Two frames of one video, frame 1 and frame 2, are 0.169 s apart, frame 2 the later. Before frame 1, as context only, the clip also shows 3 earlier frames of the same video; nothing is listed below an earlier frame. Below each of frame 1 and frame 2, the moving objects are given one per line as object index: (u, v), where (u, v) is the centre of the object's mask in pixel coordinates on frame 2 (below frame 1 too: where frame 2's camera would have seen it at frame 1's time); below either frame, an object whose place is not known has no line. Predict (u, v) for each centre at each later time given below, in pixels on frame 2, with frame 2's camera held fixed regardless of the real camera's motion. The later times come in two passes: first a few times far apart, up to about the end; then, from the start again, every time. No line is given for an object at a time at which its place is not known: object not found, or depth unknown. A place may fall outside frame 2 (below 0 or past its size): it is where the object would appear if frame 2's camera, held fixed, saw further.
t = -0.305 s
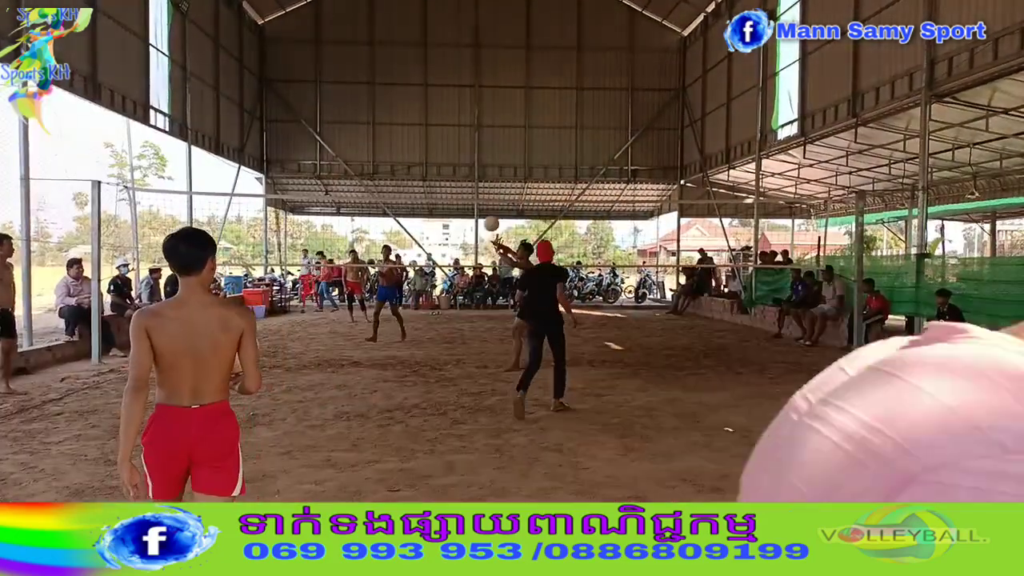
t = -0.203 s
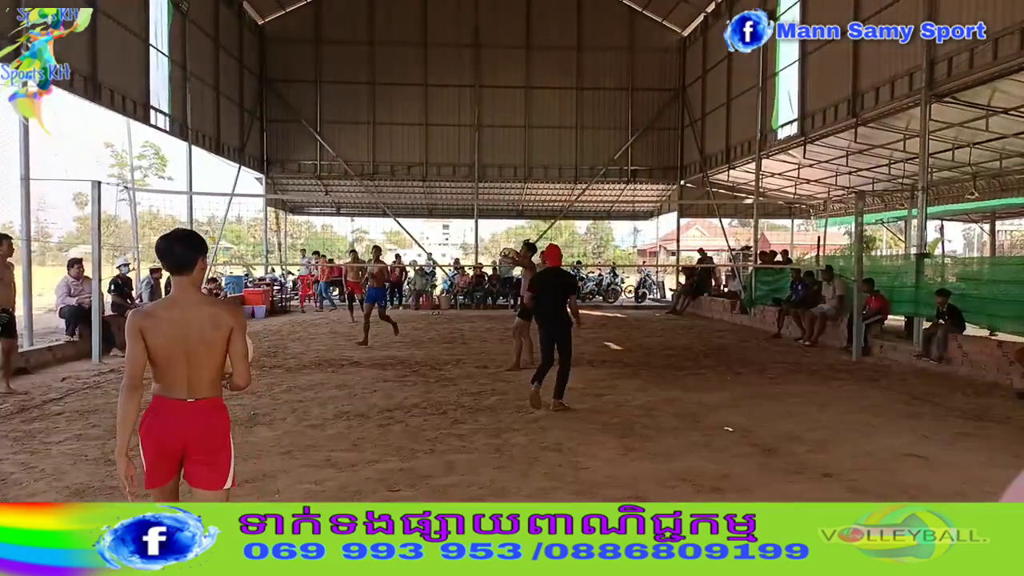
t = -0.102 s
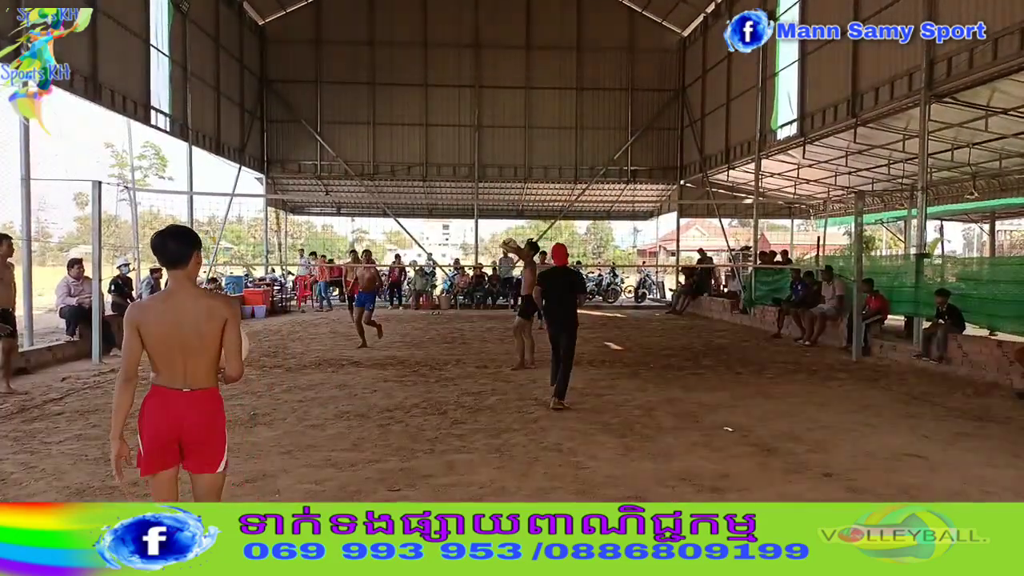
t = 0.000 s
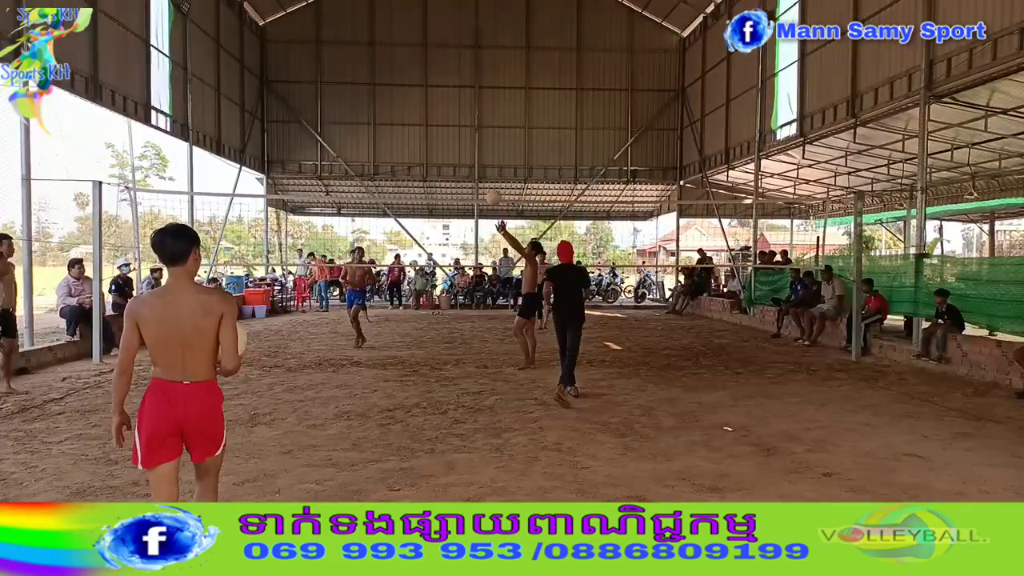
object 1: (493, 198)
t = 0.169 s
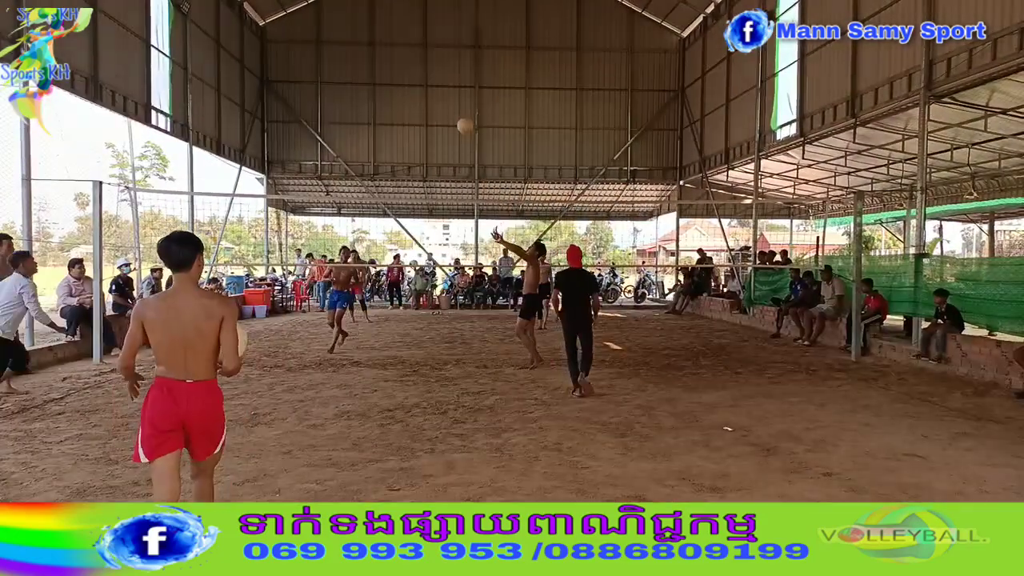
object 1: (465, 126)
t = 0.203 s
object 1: (459, 114)
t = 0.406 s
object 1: (424, 60)
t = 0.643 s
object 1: (384, 38)
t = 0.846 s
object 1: (349, 51)
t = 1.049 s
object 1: (315, 96)
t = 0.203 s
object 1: (459, 114)
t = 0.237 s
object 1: (453, 103)
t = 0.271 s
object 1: (447, 93)
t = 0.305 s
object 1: (441, 83)
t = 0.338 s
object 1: (436, 75)
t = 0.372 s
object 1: (430, 67)
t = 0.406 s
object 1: (424, 60)
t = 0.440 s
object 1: (418, 55)
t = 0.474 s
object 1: (413, 50)
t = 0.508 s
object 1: (407, 46)
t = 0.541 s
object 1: (401, 42)
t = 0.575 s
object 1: (395, 40)
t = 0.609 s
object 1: (390, 38)
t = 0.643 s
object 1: (384, 38)
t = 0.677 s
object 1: (378, 38)
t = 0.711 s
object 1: (372, 39)
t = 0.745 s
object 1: (367, 41)
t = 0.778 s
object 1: (361, 43)
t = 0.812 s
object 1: (355, 47)
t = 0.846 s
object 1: (349, 51)
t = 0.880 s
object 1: (344, 57)
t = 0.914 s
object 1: (338, 63)
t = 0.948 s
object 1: (332, 70)
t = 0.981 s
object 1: (327, 77)
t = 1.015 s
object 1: (321, 86)
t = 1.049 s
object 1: (315, 96)
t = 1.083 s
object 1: (310, 106)
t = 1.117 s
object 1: (304, 117)
